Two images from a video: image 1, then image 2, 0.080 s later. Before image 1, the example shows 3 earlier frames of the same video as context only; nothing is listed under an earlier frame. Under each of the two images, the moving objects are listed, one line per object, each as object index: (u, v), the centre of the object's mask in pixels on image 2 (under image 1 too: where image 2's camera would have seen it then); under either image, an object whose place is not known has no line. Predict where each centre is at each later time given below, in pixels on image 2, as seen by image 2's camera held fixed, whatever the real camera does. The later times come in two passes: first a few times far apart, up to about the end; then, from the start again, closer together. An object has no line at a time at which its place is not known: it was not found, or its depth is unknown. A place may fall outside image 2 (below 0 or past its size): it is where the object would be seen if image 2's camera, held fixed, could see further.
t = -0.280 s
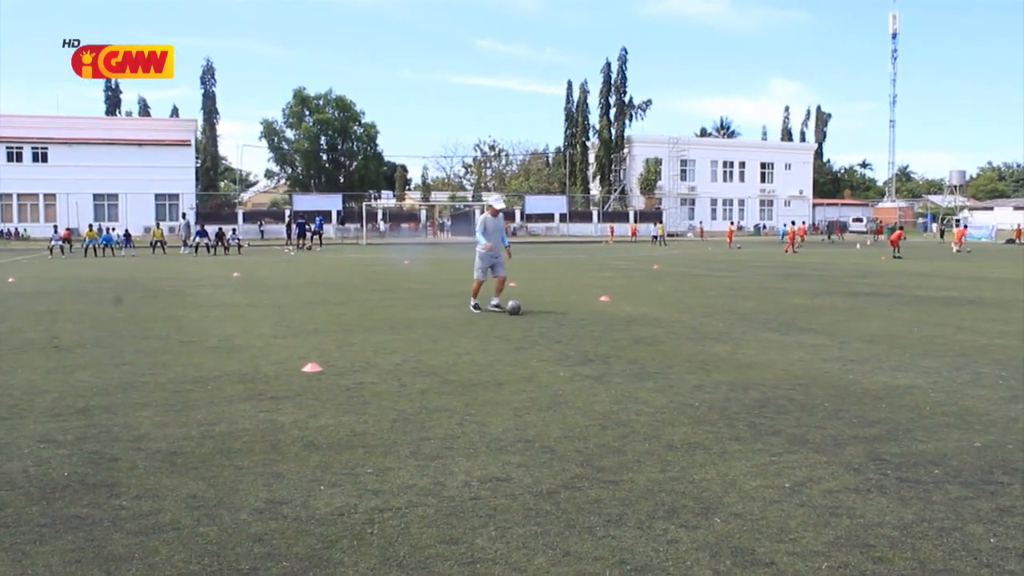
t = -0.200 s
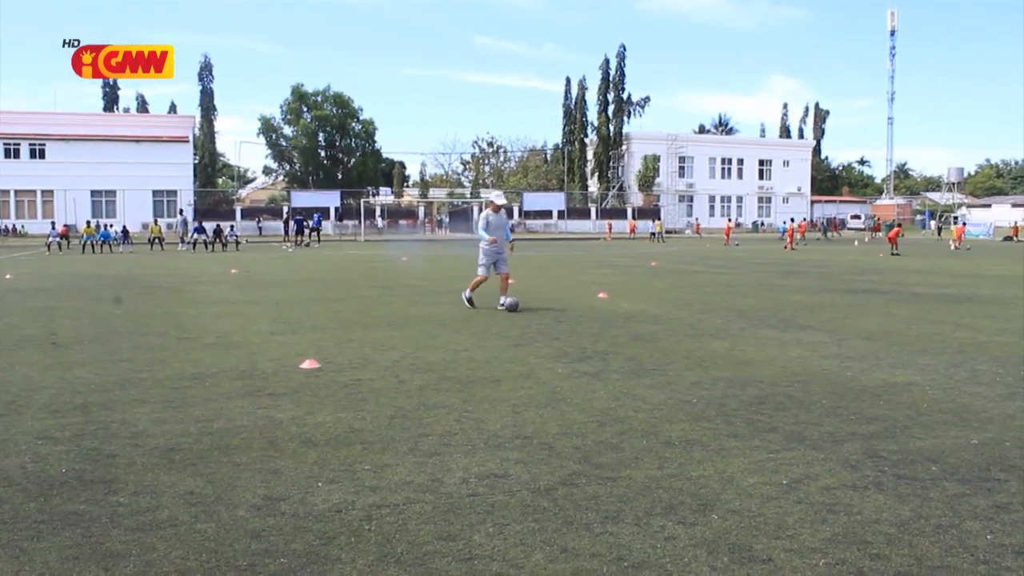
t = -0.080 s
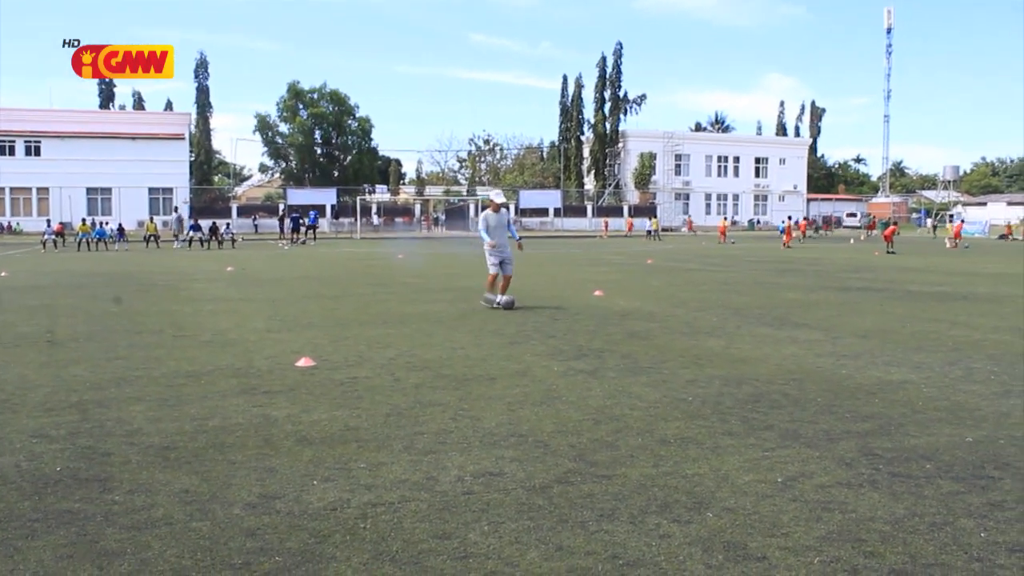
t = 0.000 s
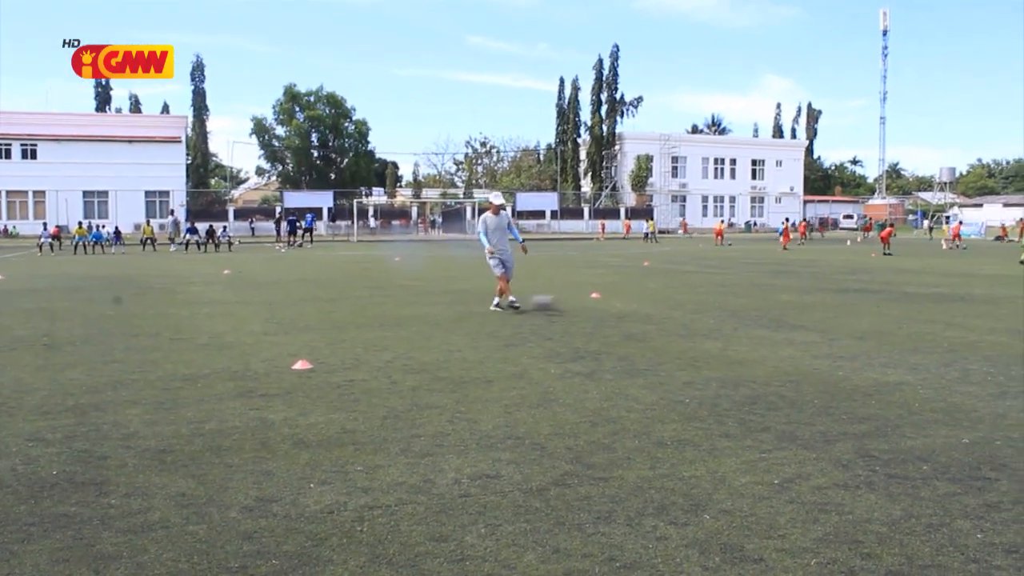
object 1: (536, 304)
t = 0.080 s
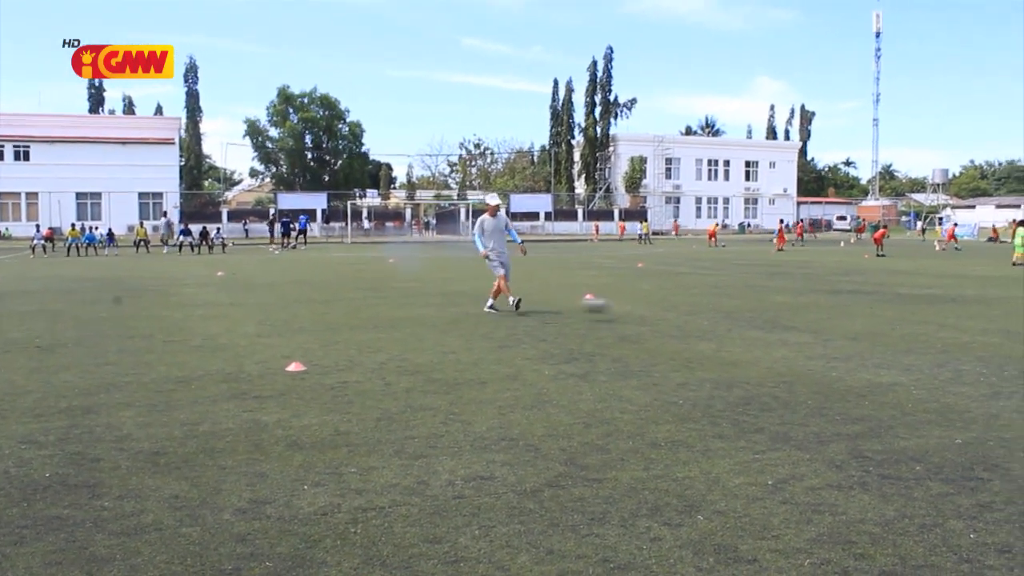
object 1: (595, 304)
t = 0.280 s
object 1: (753, 322)
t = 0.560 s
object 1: (977, 334)
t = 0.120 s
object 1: (626, 308)
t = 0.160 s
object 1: (656, 311)
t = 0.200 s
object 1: (689, 315)
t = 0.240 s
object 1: (724, 322)
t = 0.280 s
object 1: (753, 322)
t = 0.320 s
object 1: (783, 321)
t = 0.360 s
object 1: (814, 322)
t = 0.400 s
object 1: (847, 325)
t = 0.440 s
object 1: (880, 330)
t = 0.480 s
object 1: (916, 334)
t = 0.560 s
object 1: (977, 334)
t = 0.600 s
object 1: (1009, 336)
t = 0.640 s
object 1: (1041, 340)
